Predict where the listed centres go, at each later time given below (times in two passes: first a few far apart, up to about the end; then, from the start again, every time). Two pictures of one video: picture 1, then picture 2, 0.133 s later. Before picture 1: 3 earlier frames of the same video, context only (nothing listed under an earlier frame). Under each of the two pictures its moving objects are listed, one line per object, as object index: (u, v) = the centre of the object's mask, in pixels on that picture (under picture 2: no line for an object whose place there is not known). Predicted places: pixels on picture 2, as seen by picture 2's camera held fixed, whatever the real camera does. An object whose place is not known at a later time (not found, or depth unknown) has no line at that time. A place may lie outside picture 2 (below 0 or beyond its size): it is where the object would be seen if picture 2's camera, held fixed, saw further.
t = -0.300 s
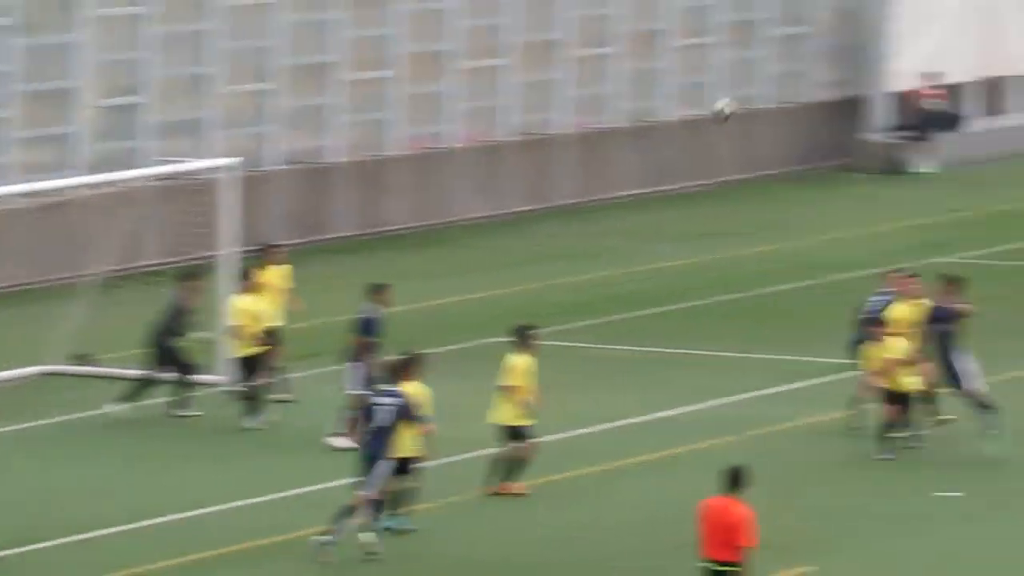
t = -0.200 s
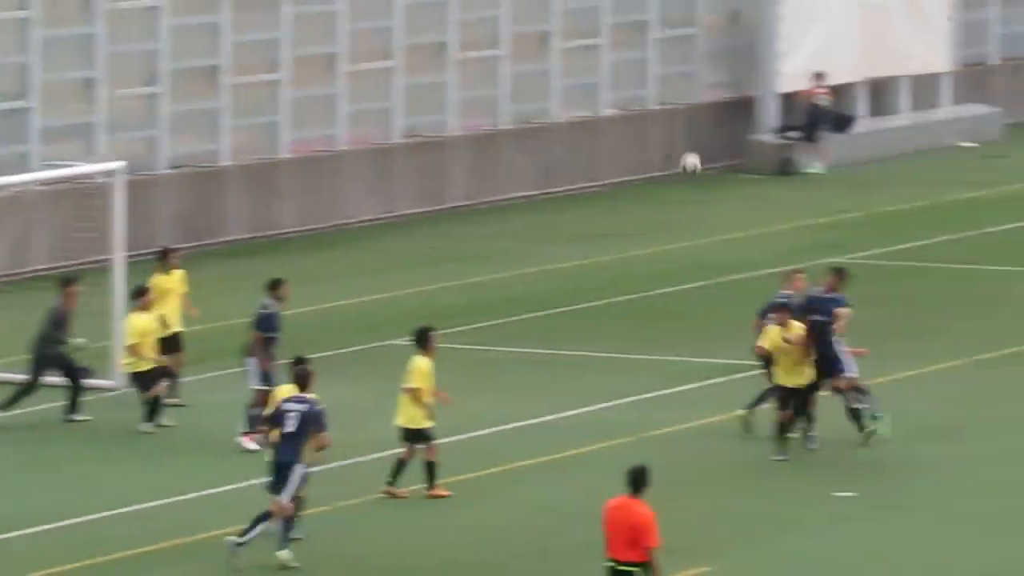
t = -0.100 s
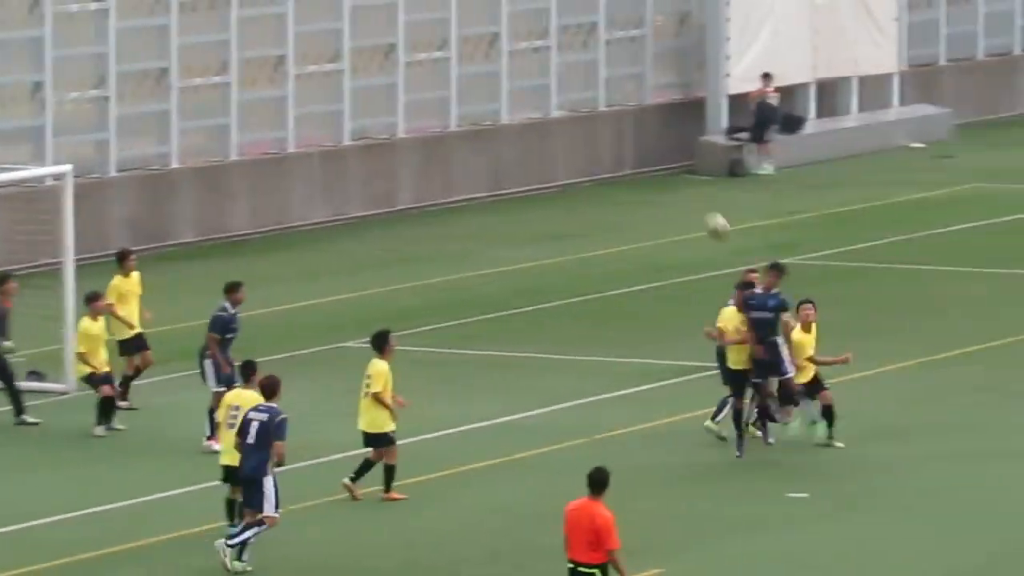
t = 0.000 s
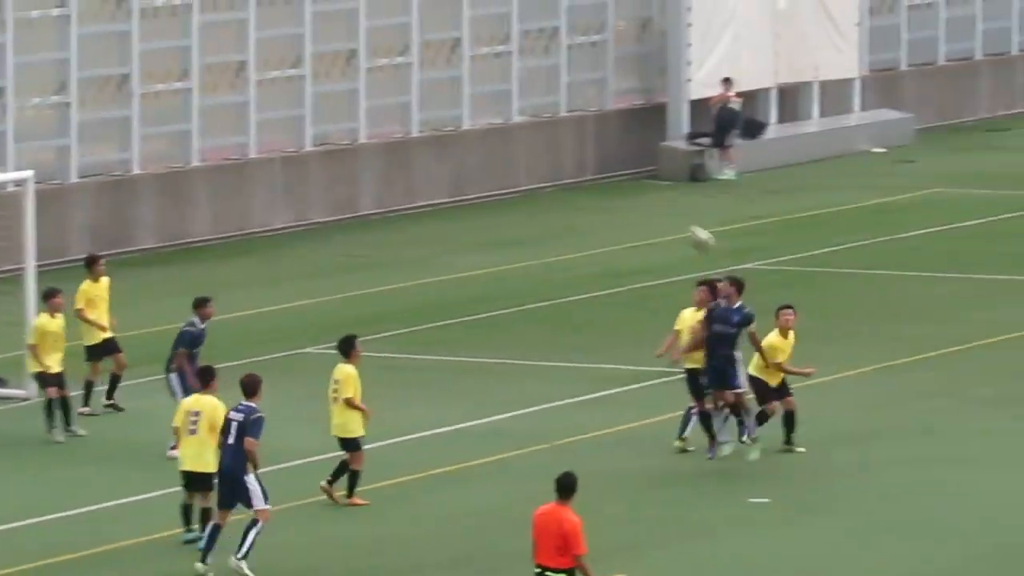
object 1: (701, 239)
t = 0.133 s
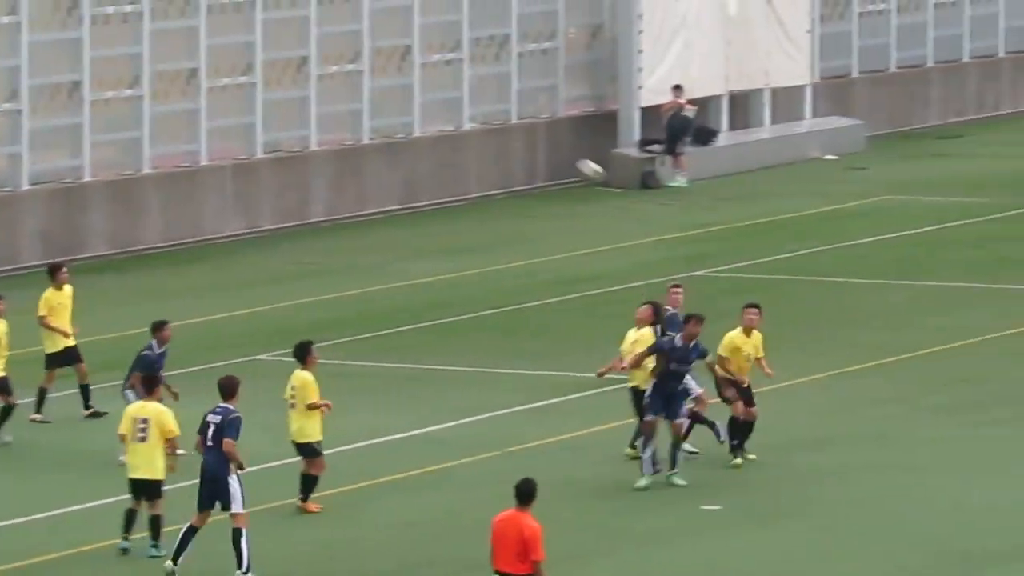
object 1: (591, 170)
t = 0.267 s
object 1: (529, 113)
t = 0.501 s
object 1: (427, 59)
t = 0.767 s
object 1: (317, 59)
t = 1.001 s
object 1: (223, 111)
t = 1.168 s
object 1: (158, 181)
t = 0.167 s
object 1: (574, 153)
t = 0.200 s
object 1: (560, 137)
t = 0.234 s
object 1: (544, 125)
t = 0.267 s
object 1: (529, 113)
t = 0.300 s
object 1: (514, 104)
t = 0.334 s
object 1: (500, 93)
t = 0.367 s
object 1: (486, 85)
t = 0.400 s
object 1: (471, 76)
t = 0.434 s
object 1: (456, 69)
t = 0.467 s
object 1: (442, 63)
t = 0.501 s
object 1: (427, 59)
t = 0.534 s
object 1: (413, 55)
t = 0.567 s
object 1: (399, 52)
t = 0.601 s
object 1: (386, 51)
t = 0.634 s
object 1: (371, 51)
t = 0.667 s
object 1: (358, 51)
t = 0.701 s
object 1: (344, 53)
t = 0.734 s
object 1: (330, 55)
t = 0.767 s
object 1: (317, 59)
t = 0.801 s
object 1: (303, 63)
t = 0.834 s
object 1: (290, 68)
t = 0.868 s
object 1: (277, 75)
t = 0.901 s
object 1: (263, 83)
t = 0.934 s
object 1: (249, 91)
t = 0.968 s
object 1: (237, 101)
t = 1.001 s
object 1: (223, 111)
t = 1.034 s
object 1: (211, 123)
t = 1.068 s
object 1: (197, 137)
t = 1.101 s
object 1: (186, 151)
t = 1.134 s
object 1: (170, 163)
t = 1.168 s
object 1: (158, 181)
